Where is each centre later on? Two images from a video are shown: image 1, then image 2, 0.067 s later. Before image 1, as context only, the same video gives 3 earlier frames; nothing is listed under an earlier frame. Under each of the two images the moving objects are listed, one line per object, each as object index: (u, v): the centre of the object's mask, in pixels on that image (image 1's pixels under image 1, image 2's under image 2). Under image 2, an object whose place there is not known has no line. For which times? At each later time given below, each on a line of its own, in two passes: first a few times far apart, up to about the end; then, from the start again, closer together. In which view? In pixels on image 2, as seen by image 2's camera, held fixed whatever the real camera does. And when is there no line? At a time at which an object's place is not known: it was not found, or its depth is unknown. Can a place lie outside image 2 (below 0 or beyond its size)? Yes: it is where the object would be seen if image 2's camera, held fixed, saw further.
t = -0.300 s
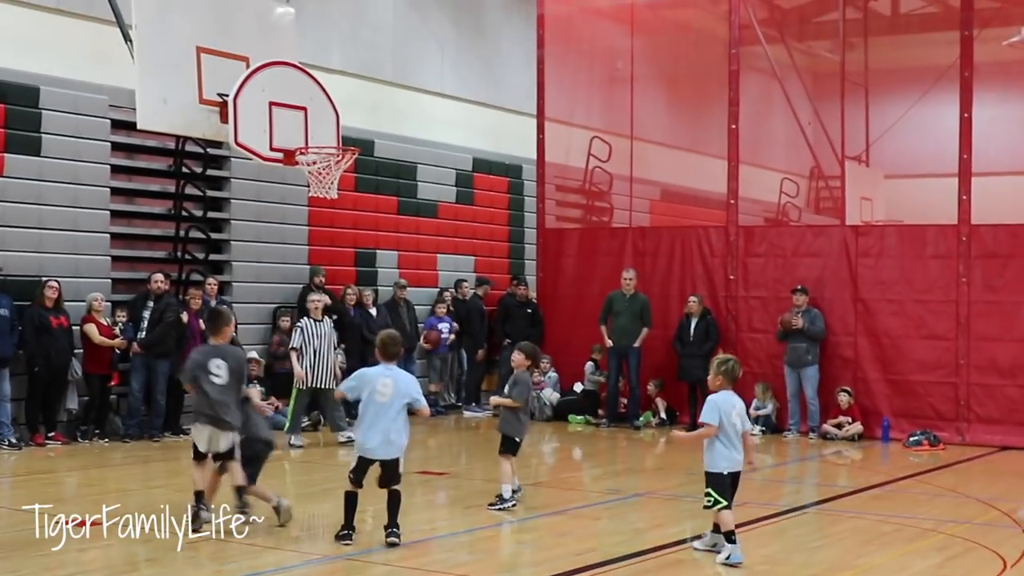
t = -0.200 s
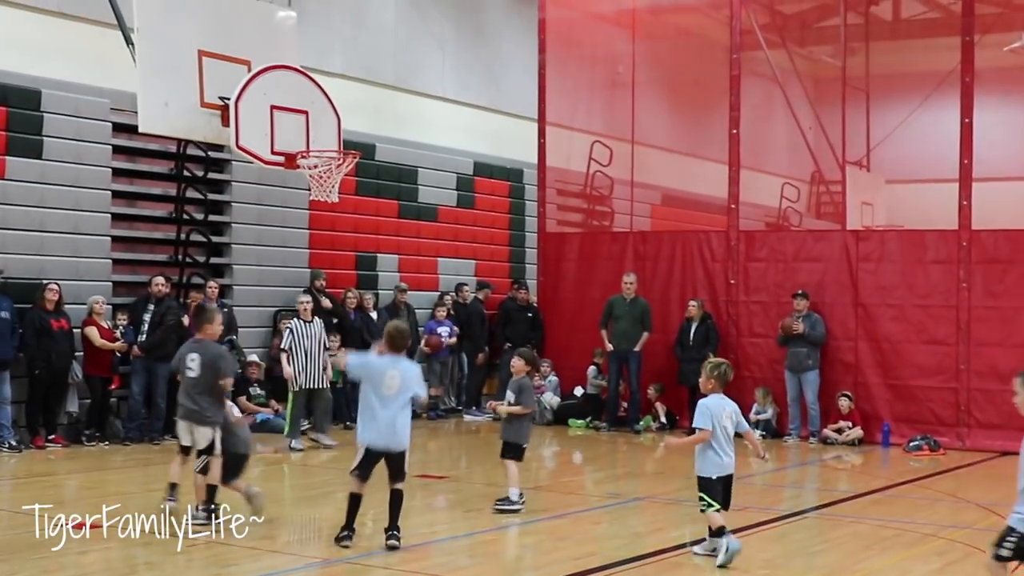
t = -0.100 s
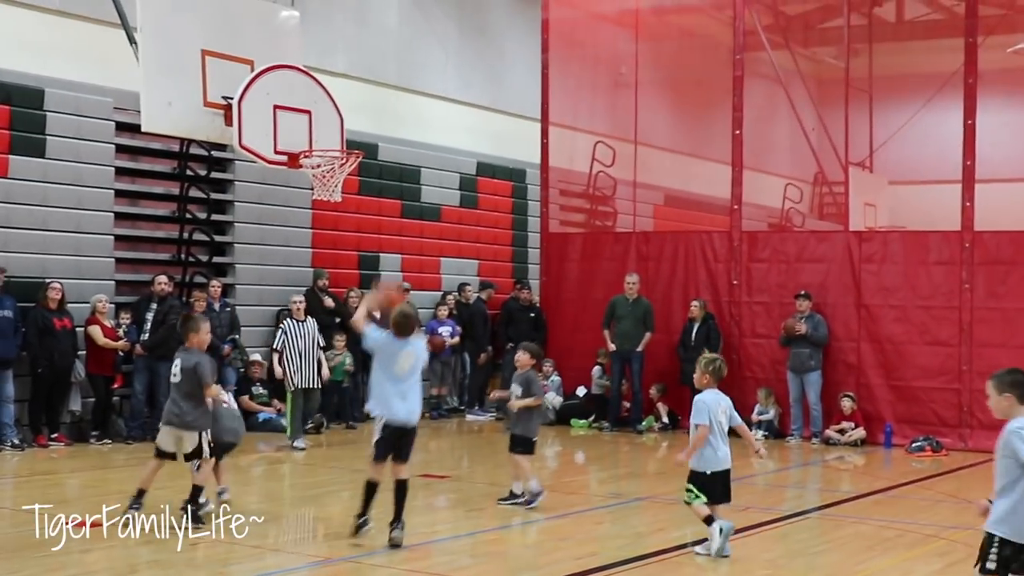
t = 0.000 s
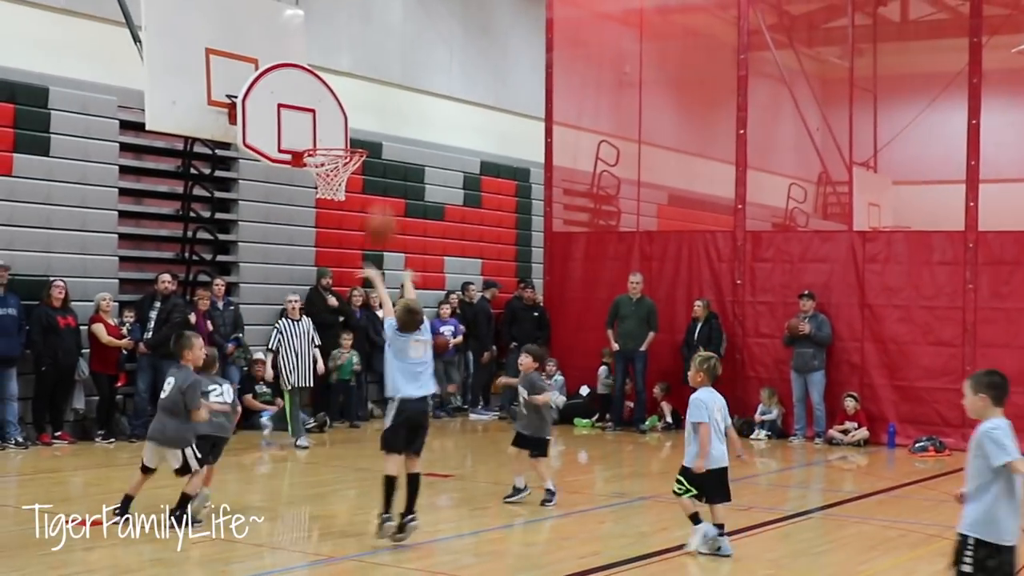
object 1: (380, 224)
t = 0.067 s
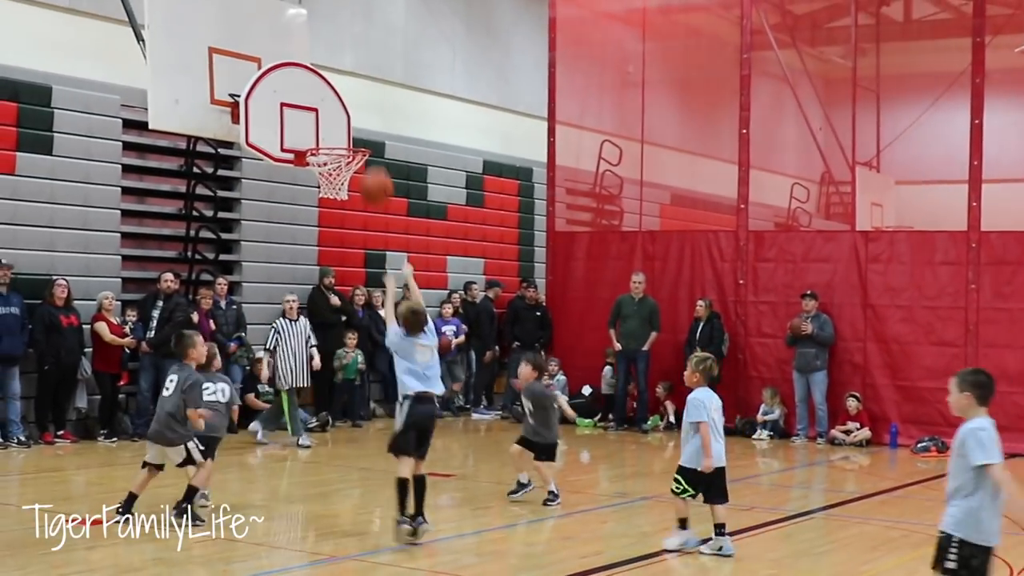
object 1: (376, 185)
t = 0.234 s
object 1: (359, 124)
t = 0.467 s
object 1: (334, 104)
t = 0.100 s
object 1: (373, 171)
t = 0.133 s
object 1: (369, 157)
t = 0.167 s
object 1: (365, 143)
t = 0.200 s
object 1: (362, 133)
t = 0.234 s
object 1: (359, 124)
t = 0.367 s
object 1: (344, 103)
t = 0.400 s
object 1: (341, 102)
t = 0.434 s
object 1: (337, 102)
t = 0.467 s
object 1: (334, 104)
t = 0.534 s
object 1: (327, 112)
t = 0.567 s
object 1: (324, 118)
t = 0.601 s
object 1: (320, 125)
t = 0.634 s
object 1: (317, 133)
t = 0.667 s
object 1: (317, 134)
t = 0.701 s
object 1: (321, 127)
